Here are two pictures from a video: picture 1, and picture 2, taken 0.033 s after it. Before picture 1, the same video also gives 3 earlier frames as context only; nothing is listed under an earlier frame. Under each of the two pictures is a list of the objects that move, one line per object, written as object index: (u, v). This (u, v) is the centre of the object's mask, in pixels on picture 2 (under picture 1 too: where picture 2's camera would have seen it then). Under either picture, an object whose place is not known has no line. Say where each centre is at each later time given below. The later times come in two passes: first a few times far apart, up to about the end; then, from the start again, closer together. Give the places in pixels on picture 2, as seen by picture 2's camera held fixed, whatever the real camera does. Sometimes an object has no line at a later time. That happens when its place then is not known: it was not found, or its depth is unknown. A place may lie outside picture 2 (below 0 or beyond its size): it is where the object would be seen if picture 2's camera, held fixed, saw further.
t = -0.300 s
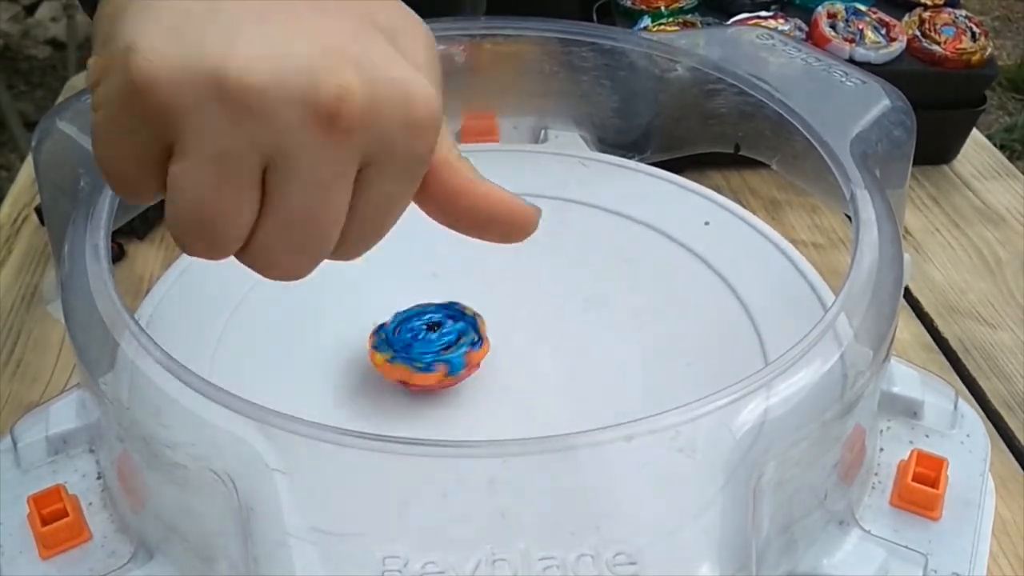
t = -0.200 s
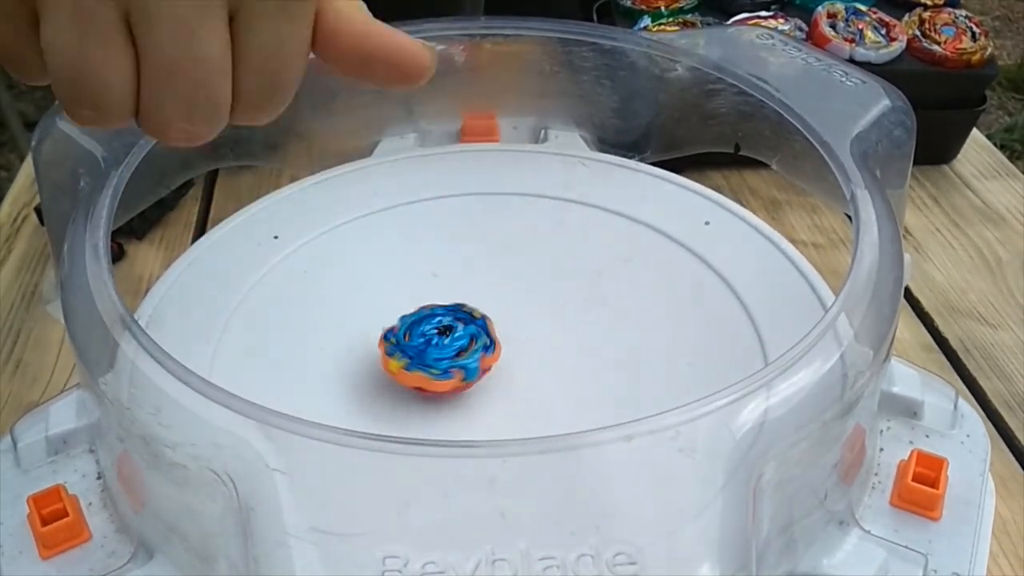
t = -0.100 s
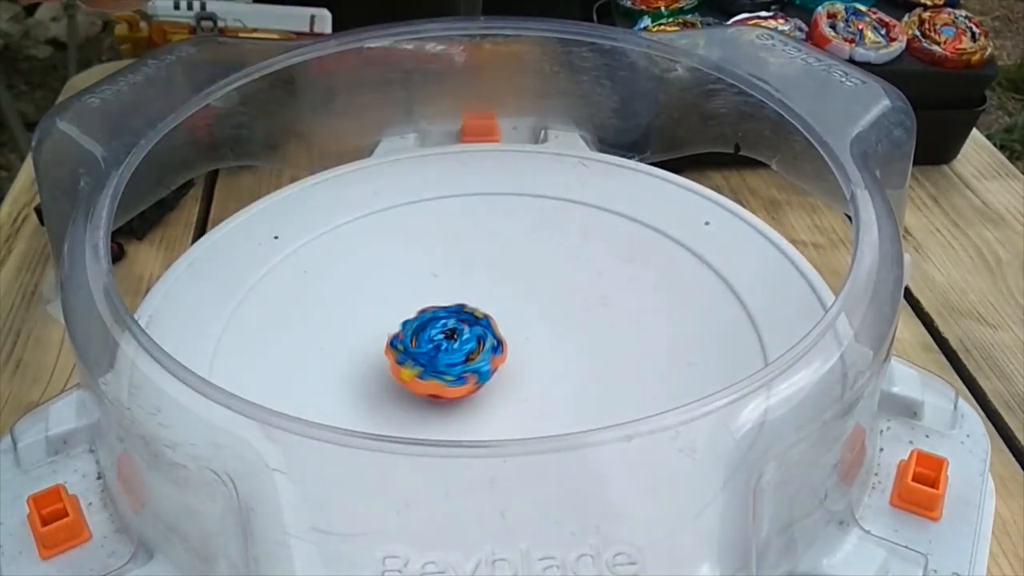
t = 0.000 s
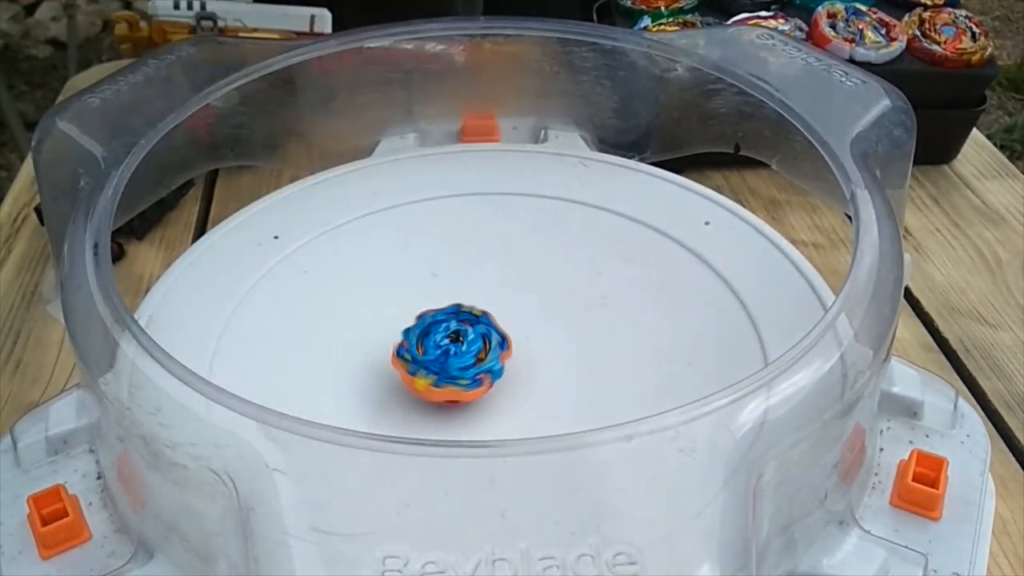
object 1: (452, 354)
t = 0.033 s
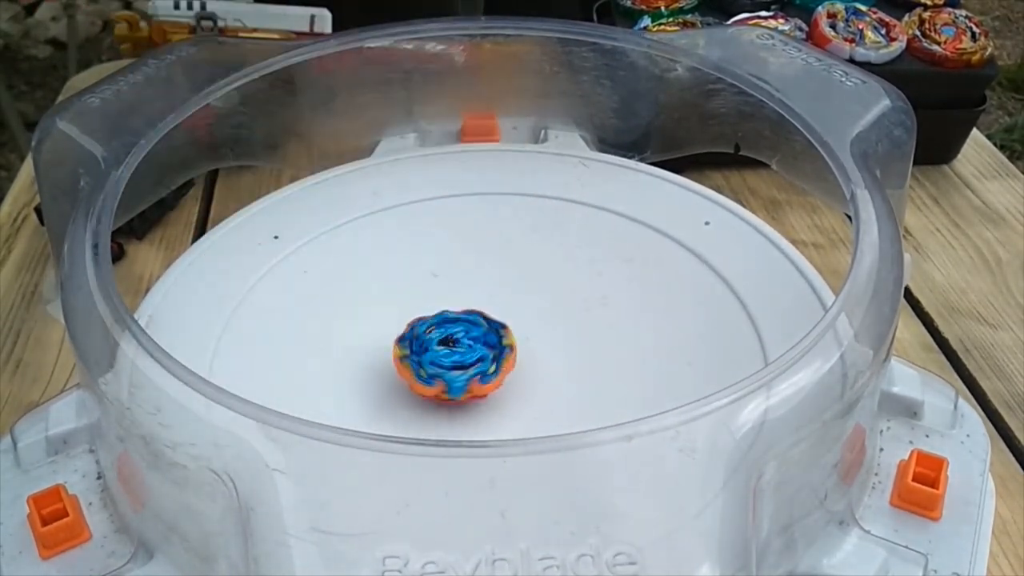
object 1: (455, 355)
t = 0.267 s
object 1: (464, 360)
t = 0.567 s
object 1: (475, 365)
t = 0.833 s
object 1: (483, 364)
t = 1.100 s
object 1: (497, 361)
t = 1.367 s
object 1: (505, 359)
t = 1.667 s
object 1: (515, 358)
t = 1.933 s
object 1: (521, 358)
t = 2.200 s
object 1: (523, 356)
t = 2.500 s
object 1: (528, 353)
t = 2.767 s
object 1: (534, 352)
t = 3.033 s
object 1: (539, 350)
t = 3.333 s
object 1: (541, 348)
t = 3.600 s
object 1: (542, 344)
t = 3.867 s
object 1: (543, 345)
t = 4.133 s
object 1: (543, 343)
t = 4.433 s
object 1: (540, 342)
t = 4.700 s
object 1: (538, 340)
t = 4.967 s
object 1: (539, 338)
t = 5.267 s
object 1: (537, 338)
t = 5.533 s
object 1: (535, 338)
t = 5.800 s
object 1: (534, 336)
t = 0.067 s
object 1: (455, 356)
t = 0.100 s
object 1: (457, 356)
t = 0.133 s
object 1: (459, 357)
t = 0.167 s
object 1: (459, 358)
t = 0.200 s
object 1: (461, 359)
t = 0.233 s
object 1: (464, 359)
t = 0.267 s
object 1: (464, 360)
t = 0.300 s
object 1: (465, 361)
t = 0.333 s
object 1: (467, 360)
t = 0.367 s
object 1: (467, 362)
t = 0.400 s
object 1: (469, 362)
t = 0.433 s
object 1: (470, 362)
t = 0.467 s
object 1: (471, 364)
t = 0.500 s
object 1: (473, 363)
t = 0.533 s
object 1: (473, 363)
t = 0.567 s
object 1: (475, 365)
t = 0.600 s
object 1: (475, 365)
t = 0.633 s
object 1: (476, 365)
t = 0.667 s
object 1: (477, 365)
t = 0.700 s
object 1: (478, 365)
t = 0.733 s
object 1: (478, 364)
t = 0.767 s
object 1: (480, 364)
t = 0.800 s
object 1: (483, 364)
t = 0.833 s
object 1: (483, 364)
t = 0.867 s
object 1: (486, 363)
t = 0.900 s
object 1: (489, 362)
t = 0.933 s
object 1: (489, 363)
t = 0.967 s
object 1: (491, 362)
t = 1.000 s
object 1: (493, 361)
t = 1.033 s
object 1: (495, 362)
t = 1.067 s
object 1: (497, 362)
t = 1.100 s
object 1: (497, 361)
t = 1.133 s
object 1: (499, 361)
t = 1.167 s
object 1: (501, 361)
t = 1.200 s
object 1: (500, 361)
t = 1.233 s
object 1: (502, 361)
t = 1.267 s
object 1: (504, 360)
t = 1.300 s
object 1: (503, 360)
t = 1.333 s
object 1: (505, 360)
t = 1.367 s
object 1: (505, 359)
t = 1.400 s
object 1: (507, 360)
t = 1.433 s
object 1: (508, 360)
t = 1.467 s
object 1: (508, 358)
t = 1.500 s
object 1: (510, 358)
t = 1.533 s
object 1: (513, 358)
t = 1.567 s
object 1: (512, 358)
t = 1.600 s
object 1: (514, 358)
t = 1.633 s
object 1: (515, 357)
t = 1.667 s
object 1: (515, 358)
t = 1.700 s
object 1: (517, 358)
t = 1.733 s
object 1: (517, 357)
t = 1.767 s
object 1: (519, 358)
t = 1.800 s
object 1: (519, 358)
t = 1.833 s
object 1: (519, 358)
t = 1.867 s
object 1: (520, 358)
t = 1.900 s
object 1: (522, 358)
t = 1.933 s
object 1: (521, 358)
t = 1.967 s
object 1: (522, 357)
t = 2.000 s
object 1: (522, 357)
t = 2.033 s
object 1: (523, 358)
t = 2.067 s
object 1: (523, 357)
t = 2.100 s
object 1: (522, 356)
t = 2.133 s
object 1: (523, 356)
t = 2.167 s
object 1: (525, 356)
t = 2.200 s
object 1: (523, 356)
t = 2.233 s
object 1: (524, 355)
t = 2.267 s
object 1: (524, 354)
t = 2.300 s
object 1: (526, 354)
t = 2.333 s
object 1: (526, 354)
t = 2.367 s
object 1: (526, 353)
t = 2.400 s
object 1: (527, 353)
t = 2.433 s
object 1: (528, 352)
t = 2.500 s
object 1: (528, 353)
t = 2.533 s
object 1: (529, 352)
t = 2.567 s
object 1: (529, 351)
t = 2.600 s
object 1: (530, 352)
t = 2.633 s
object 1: (532, 352)
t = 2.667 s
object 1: (531, 351)
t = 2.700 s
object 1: (533, 351)
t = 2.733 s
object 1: (534, 350)
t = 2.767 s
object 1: (534, 352)
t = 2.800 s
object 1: (535, 351)
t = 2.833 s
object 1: (535, 350)
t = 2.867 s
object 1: (536, 350)
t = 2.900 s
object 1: (538, 350)
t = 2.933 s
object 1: (536, 351)
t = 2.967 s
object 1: (538, 350)
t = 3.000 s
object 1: (537, 350)
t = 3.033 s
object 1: (539, 350)
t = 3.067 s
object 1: (539, 350)
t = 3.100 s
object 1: (538, 350)
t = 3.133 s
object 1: (539, 349)
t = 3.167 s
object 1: (540, 349)
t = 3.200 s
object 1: (540, 350)
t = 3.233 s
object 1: (539, 350)
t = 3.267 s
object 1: (539, 348)
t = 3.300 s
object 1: (539, 348)
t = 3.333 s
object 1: (541, 348)
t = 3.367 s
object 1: (539, 348)
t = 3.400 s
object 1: (540, 348)
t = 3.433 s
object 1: (540, 347)
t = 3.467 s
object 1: (540, 346)
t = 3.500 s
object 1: (542, 347)
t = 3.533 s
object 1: (541, 346)
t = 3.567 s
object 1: (542, 345)
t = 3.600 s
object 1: (542, 344)
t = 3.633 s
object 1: (543, 345)
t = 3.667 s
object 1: (544, 346)
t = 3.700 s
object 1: (543, 346)
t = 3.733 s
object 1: (543, 346)
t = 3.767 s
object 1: (543, 345)
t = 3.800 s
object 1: (543, 346)
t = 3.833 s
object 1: (544, 346)
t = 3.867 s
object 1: (543, 345)
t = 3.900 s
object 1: (544, 345)
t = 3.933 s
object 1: (544, 344)
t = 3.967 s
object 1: (545, 345)
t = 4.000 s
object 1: (544, 344)
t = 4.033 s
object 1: (544, 344)
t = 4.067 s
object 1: (544, 343)
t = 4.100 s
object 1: (544, 342)
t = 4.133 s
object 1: (543, 343)
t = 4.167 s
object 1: (543, 342)
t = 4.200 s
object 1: (541, 342)
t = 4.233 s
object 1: (541, 342)
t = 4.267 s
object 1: (542, 342)
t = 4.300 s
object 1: (541, 343)
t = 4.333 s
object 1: (540, 343)
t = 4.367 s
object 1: (539, 342)
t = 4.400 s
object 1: (540, 342)
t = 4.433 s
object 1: (540, 342)
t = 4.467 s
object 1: (540, 343)
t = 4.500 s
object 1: (539, 342)
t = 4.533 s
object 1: (538, 342)
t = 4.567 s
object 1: (539, 341)
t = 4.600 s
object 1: (539, 341)
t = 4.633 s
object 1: (539, 341)
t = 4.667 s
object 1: (539, 341)
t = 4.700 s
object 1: (538, 340)
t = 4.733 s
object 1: (539, 340)
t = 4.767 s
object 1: (538, 339)
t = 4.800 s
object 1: (539, 340)
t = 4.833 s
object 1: (539, 340)
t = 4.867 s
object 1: (538, 339)
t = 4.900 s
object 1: (539, 339)
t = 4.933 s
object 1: (538, 338)
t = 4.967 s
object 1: (539, 338)
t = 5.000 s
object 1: (540, 338)
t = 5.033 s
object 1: (538, 339)
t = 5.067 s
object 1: (539, 338)
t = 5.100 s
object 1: (538, 338)
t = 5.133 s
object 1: (538, 338)
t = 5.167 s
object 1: (539, 338)
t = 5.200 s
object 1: (538, 339)
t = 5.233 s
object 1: (537, 338)
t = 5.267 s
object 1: (537, 338)
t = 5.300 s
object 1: (537, 338)
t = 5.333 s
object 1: (537, 337)
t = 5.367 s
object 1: (537, 339)
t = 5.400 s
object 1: (537, 339)
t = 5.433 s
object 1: (535, 338)
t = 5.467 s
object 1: (536, 338)
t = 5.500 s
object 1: (535, 337)
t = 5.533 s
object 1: (535, 338)
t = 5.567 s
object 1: (536, 338)
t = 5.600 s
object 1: (534, 338)
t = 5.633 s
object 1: (534, 337)
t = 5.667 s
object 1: (534, 337)
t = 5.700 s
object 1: (534, 337)
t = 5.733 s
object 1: (534, 336)
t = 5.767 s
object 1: (535, 337)
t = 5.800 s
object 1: (534, 336)
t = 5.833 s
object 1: (533, 336)
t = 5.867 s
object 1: (534, 336)
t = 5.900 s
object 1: (533, 335)
